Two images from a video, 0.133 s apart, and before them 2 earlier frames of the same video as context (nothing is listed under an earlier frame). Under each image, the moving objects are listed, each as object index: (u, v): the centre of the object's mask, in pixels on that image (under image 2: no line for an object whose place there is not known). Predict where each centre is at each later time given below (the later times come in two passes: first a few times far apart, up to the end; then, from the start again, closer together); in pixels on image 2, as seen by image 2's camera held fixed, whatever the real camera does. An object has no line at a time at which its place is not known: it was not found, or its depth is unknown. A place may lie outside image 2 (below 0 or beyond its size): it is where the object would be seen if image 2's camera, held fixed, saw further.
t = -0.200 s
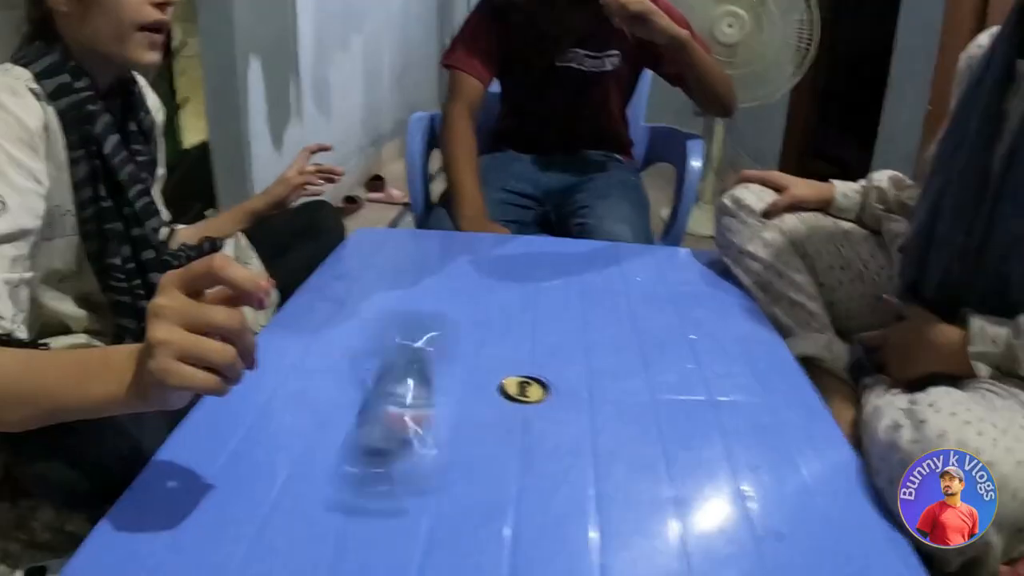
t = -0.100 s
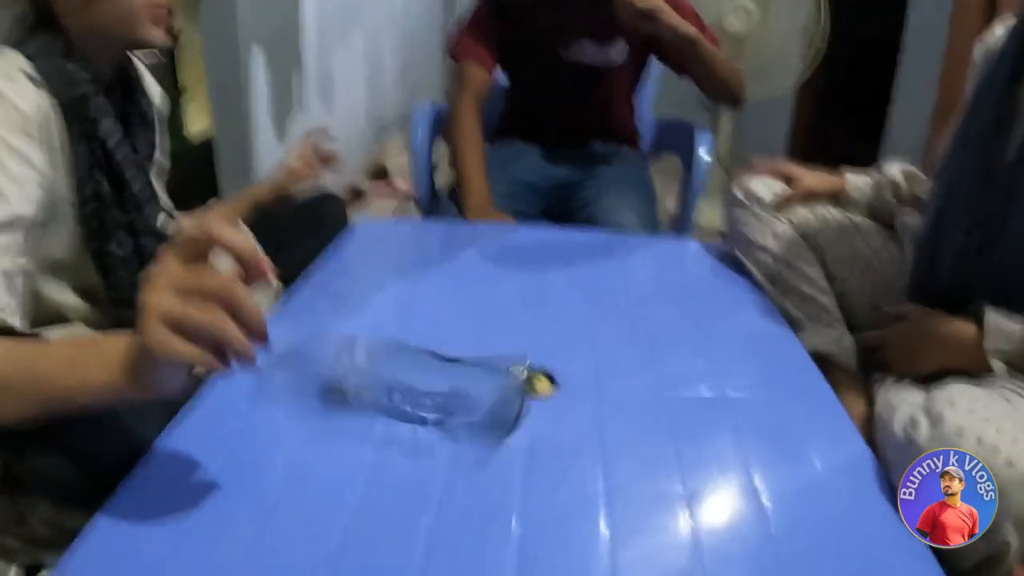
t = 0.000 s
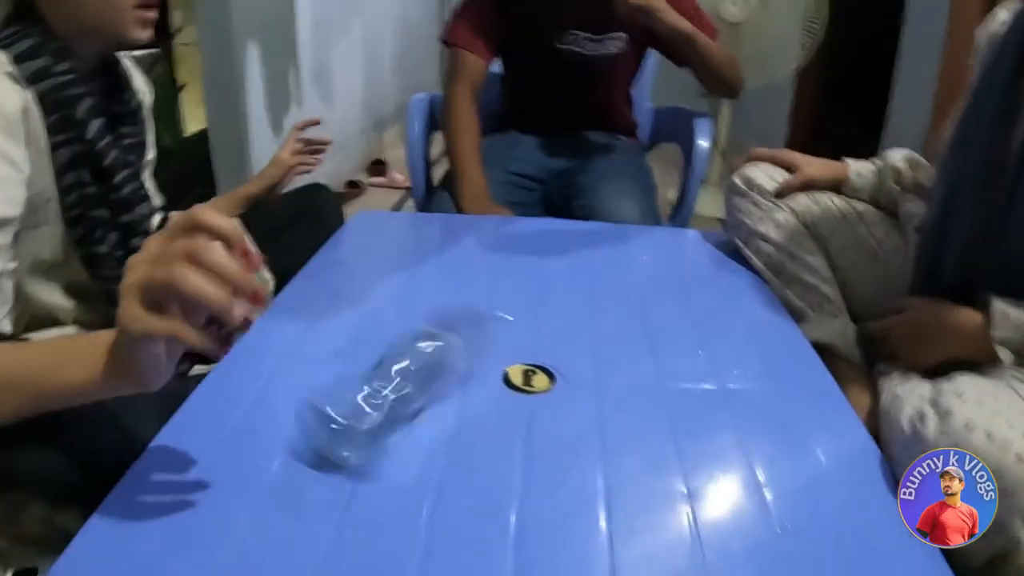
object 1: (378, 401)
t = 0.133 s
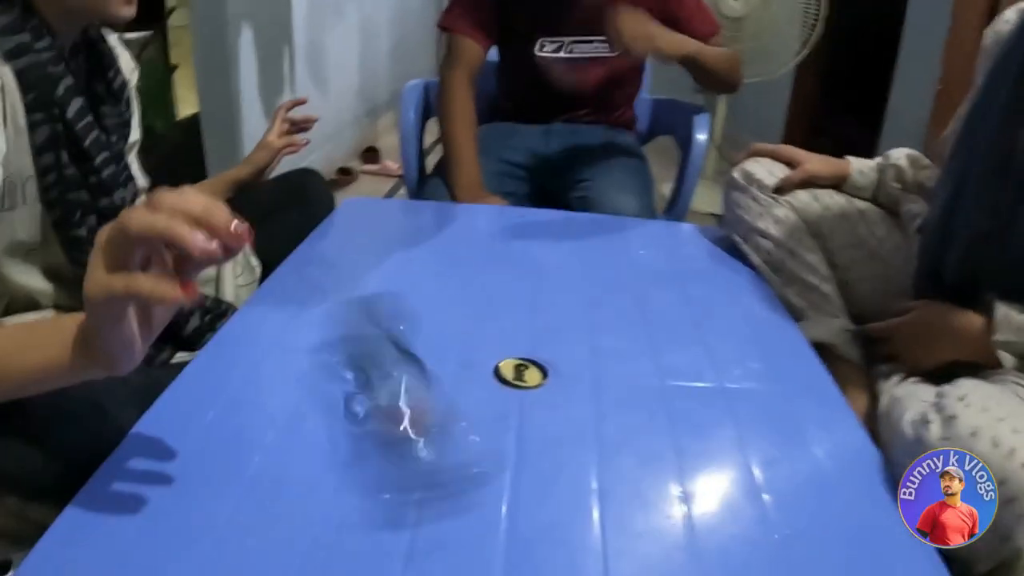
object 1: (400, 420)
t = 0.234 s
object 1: (360, 380)
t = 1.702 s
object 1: (424, 364)
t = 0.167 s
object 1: (362, 422)
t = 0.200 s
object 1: (354, 394)
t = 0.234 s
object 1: (360, 380)
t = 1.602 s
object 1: (402, 379)
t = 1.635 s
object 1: (409, 375)
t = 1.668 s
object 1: (416, 369)
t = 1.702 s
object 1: (424, 364)
